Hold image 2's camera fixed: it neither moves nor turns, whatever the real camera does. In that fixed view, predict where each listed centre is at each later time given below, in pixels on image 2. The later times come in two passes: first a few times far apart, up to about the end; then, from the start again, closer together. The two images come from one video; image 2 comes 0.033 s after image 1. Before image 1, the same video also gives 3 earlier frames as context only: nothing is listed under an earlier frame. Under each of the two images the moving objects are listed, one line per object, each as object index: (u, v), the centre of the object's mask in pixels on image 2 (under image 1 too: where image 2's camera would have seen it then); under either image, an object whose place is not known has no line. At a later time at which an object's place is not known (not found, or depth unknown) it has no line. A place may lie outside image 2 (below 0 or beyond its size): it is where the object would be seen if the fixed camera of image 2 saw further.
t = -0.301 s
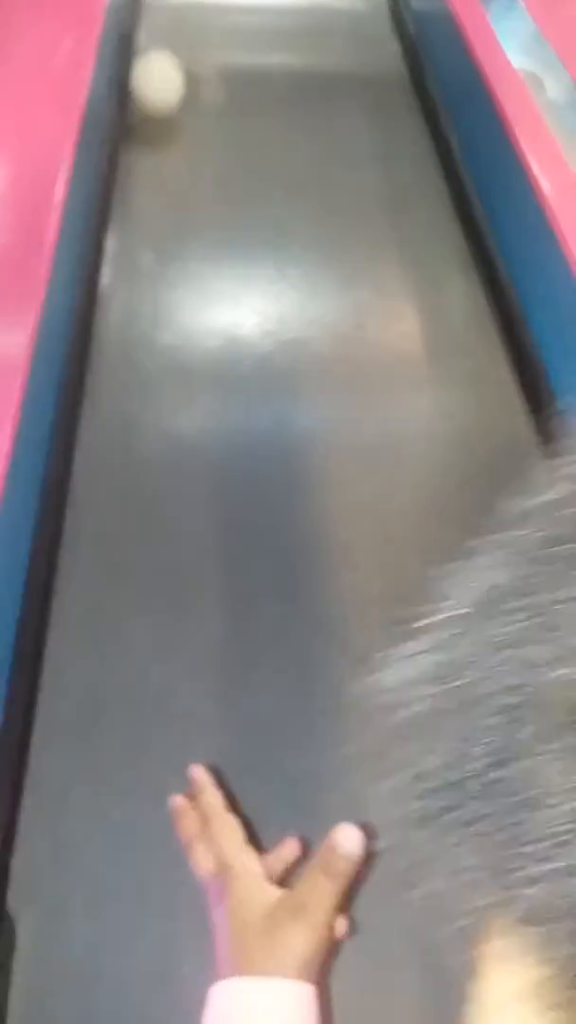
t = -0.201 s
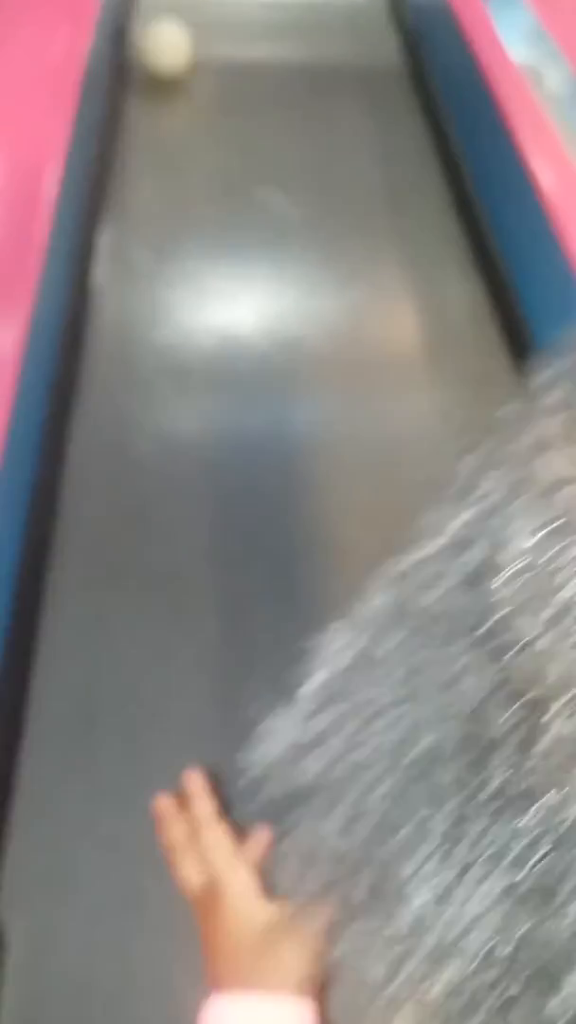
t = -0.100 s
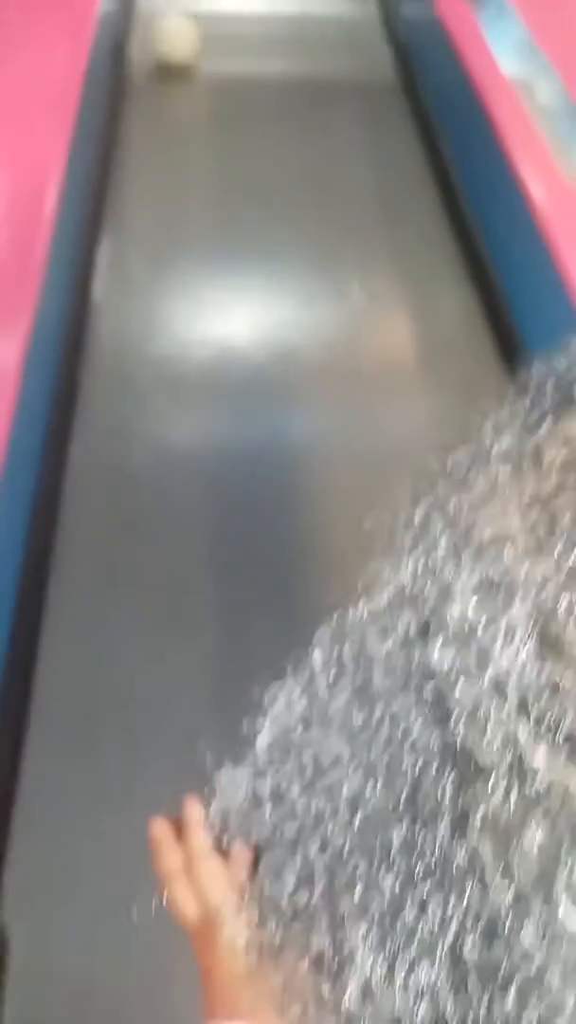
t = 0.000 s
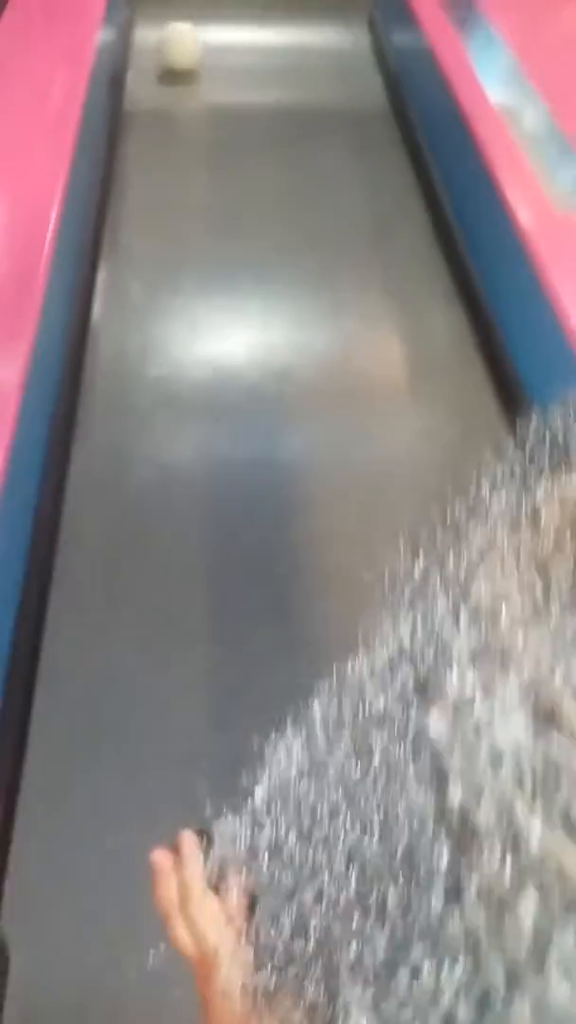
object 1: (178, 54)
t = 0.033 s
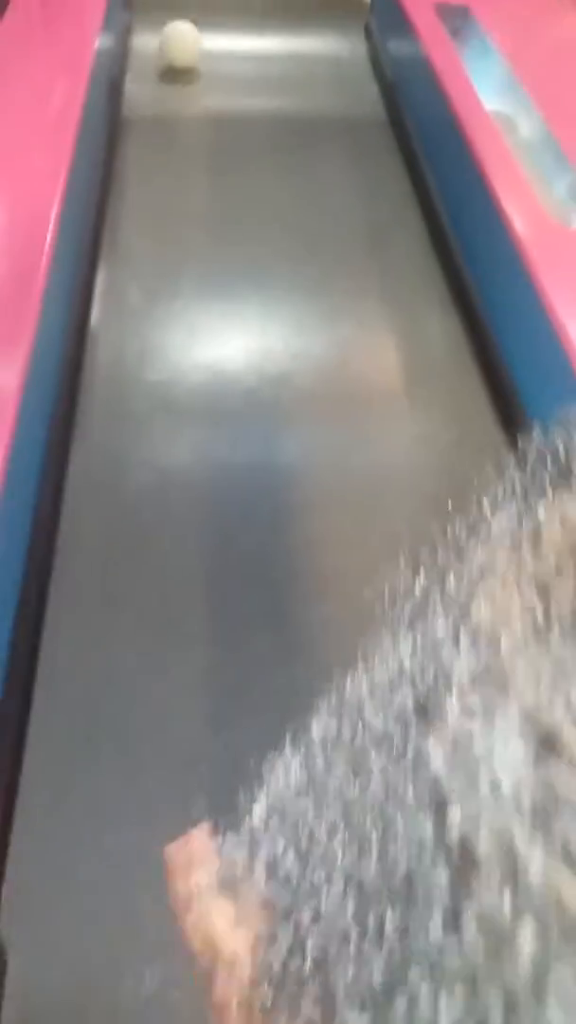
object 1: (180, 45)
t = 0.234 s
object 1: (200, -10)
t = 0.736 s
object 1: (243, 92)
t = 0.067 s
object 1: (183, 35)
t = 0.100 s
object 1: (187, 25)
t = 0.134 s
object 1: (189, 15)
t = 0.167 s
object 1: (192, 5)
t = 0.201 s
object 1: (196, -4)
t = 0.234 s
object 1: (200, -10)
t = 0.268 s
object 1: (204, -13)
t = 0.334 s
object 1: (211, -3)
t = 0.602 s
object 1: (232, 66)
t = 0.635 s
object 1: (236, 72)
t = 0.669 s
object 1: (239, 78)
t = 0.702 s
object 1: (241, 86)
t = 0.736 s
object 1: (243, 92)
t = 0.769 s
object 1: (245, 100)
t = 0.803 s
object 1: (248, 109)
